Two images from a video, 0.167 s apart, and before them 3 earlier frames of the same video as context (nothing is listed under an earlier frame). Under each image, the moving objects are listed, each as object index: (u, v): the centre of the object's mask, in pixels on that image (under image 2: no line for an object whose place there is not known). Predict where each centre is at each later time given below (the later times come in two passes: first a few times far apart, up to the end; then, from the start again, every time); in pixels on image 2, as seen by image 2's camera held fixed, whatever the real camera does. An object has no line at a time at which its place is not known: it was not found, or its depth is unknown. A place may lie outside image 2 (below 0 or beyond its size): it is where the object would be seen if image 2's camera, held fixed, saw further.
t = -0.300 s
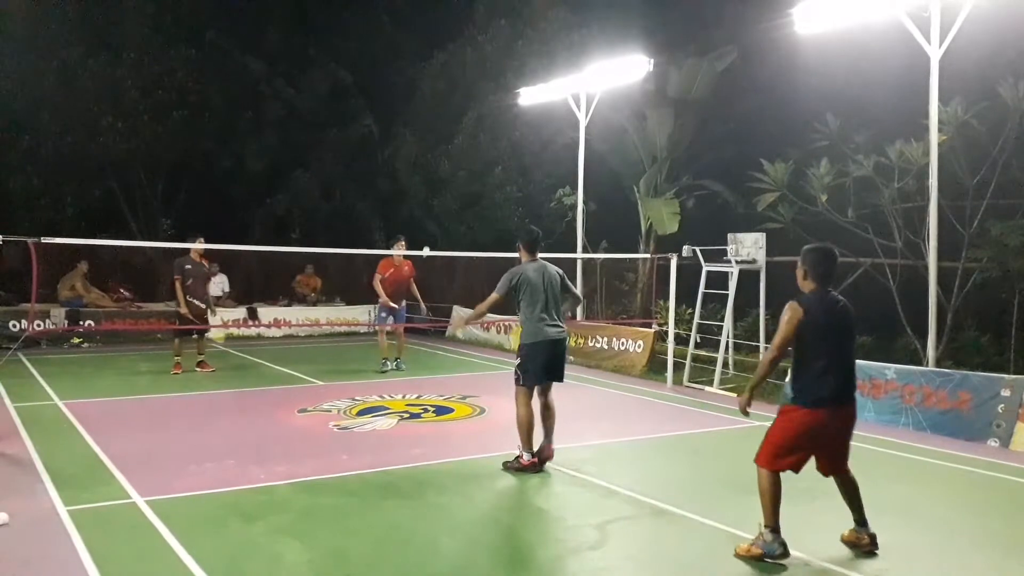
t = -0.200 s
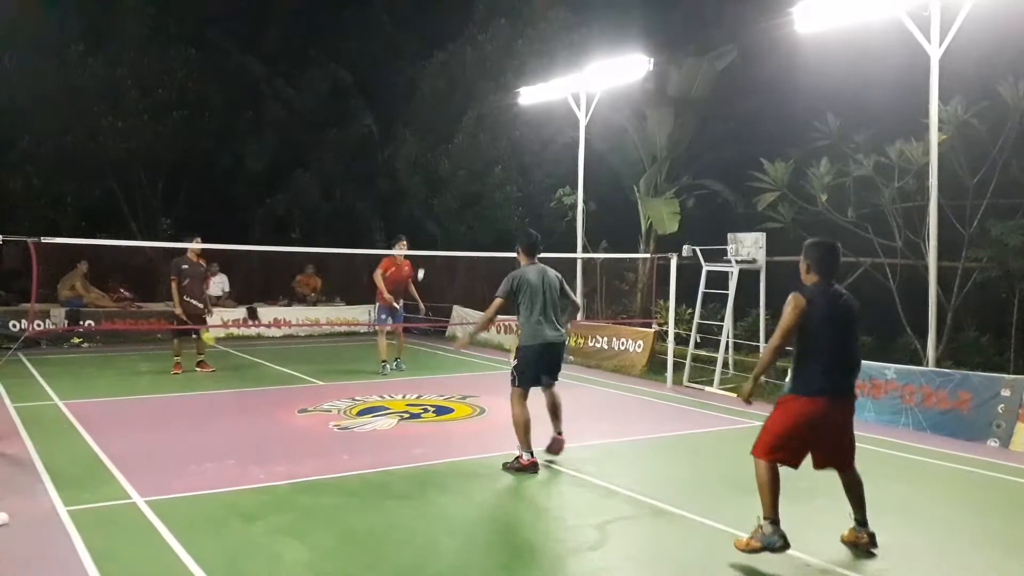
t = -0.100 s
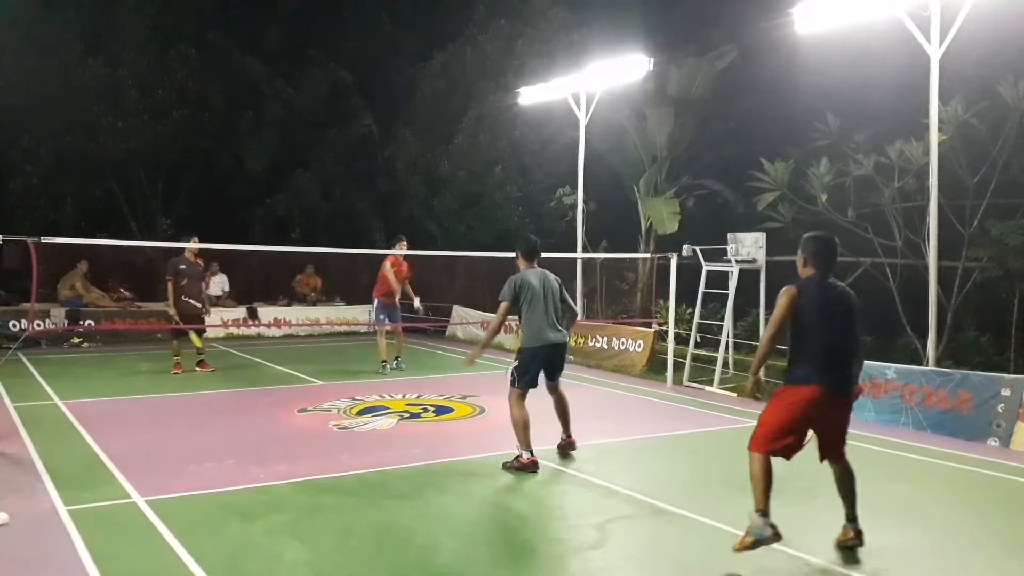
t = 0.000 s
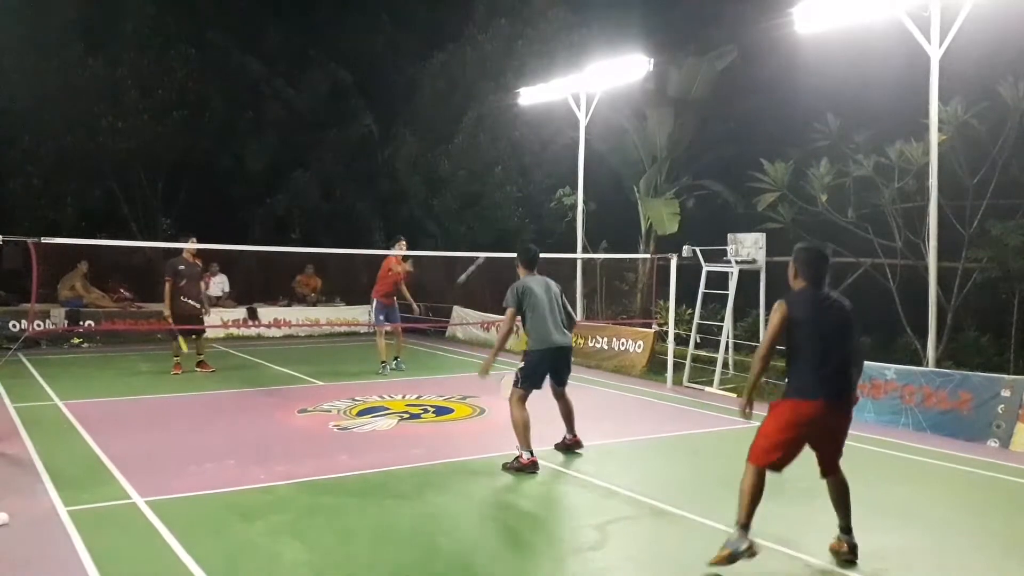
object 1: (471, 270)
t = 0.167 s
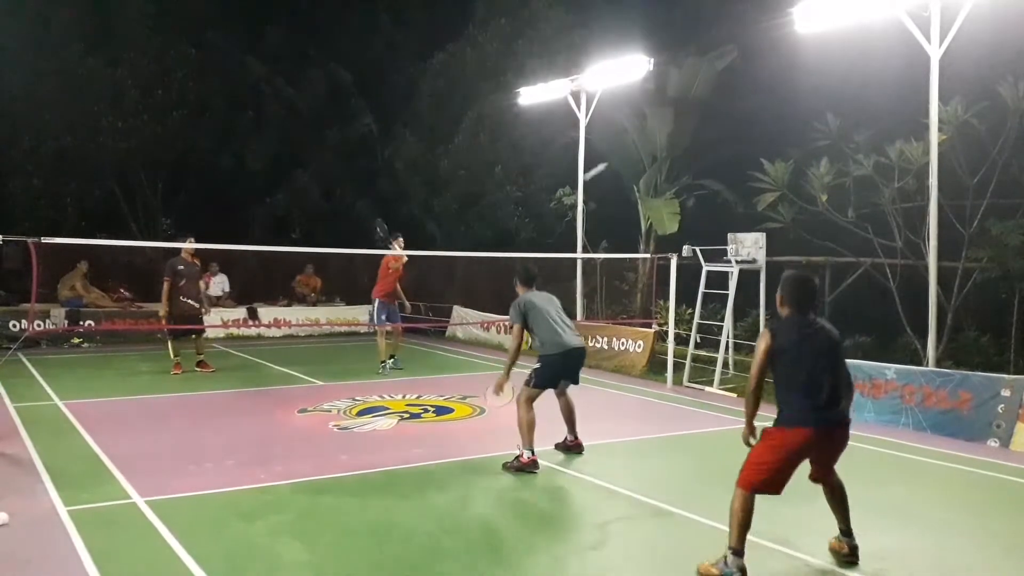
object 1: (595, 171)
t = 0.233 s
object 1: (639, 143)
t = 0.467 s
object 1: (786, 86)
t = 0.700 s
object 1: (920, 99)
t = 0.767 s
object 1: (958, 118)
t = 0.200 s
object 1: (617, 157)
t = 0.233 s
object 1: (639, 143)
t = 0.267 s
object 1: (662, 131)
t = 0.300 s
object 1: (683, 120)
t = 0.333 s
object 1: (704, 111)
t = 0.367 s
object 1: (726, 102)
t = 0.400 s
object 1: (747, 95)
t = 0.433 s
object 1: (766, 90)
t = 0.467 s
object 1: (786, 86)
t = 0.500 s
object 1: (807, 84)
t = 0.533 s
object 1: (826, 82)
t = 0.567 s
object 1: (845, 83)
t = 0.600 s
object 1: (865, 85)
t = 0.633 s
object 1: (883, 88)
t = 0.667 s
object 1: (903, 93)
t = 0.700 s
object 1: (920, 99)
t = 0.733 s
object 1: (942, 109)
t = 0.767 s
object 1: (958, 118)
